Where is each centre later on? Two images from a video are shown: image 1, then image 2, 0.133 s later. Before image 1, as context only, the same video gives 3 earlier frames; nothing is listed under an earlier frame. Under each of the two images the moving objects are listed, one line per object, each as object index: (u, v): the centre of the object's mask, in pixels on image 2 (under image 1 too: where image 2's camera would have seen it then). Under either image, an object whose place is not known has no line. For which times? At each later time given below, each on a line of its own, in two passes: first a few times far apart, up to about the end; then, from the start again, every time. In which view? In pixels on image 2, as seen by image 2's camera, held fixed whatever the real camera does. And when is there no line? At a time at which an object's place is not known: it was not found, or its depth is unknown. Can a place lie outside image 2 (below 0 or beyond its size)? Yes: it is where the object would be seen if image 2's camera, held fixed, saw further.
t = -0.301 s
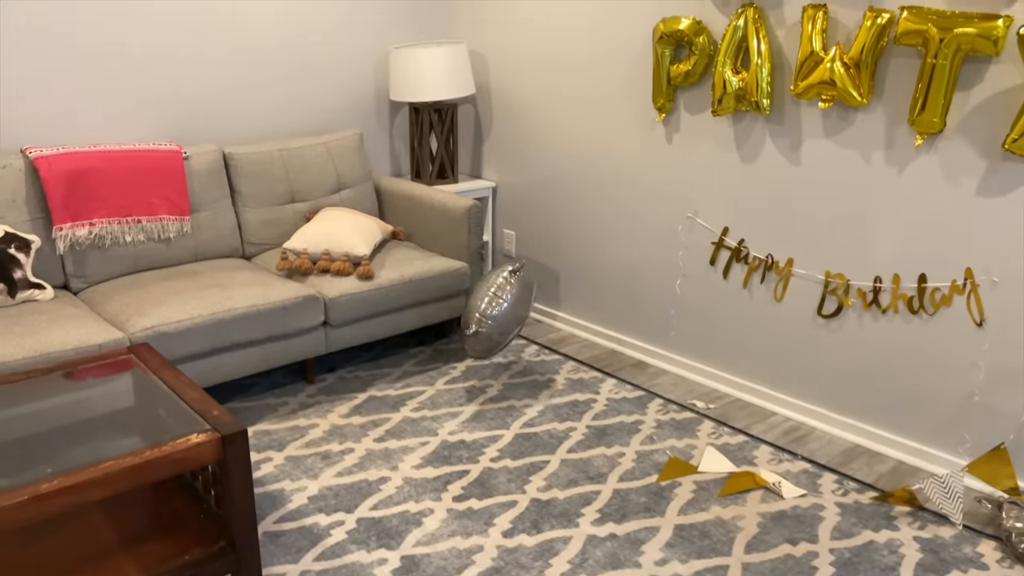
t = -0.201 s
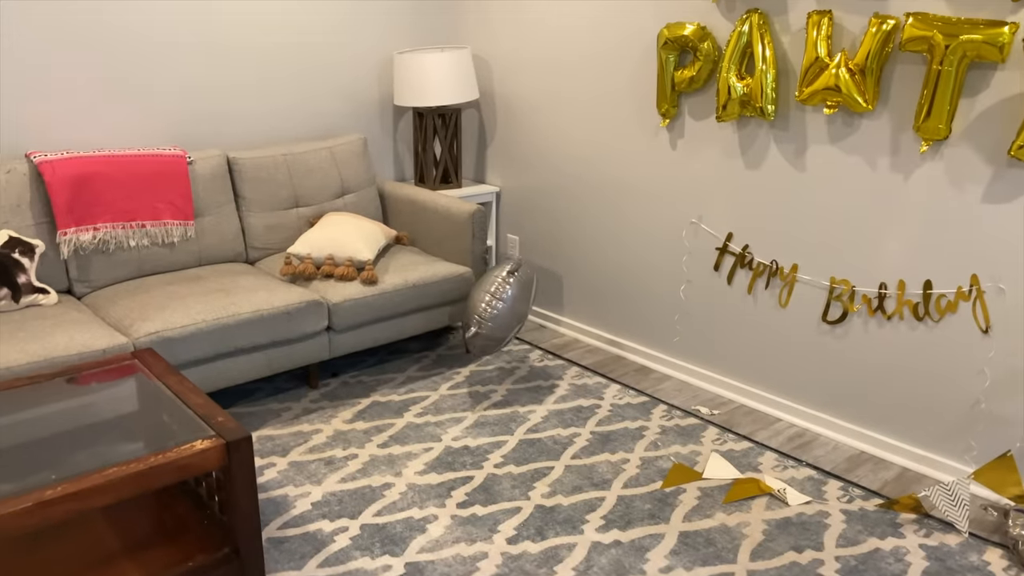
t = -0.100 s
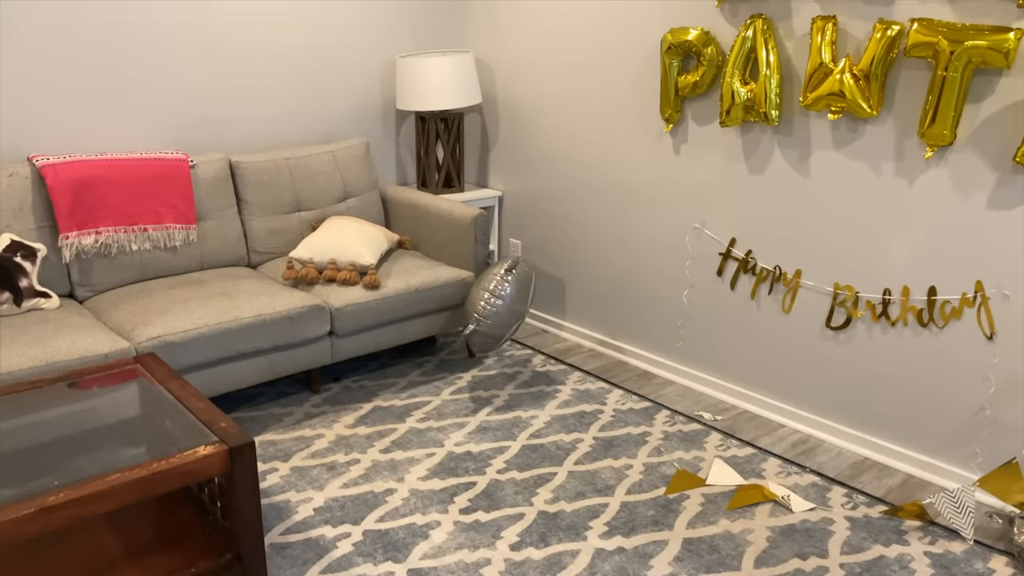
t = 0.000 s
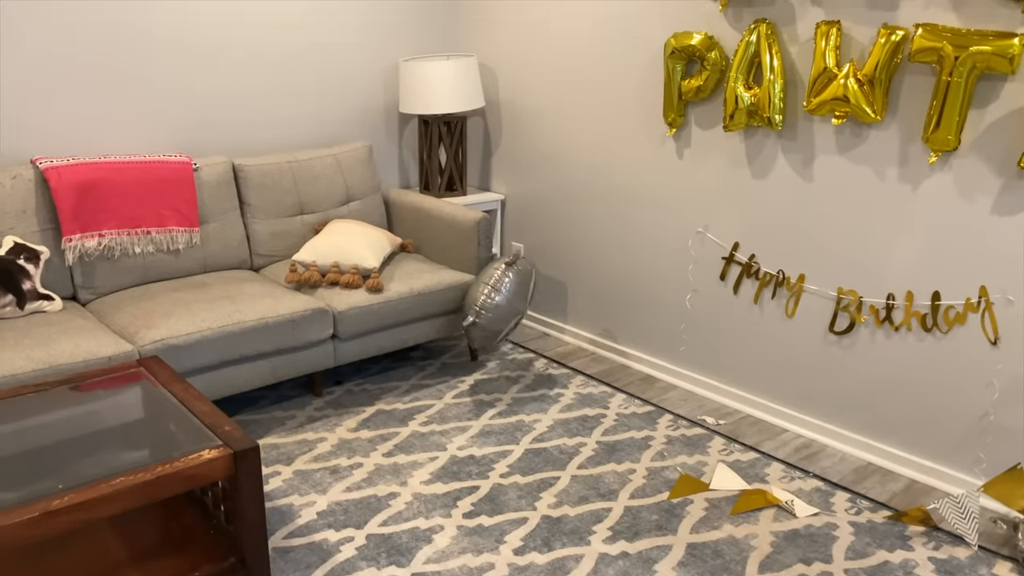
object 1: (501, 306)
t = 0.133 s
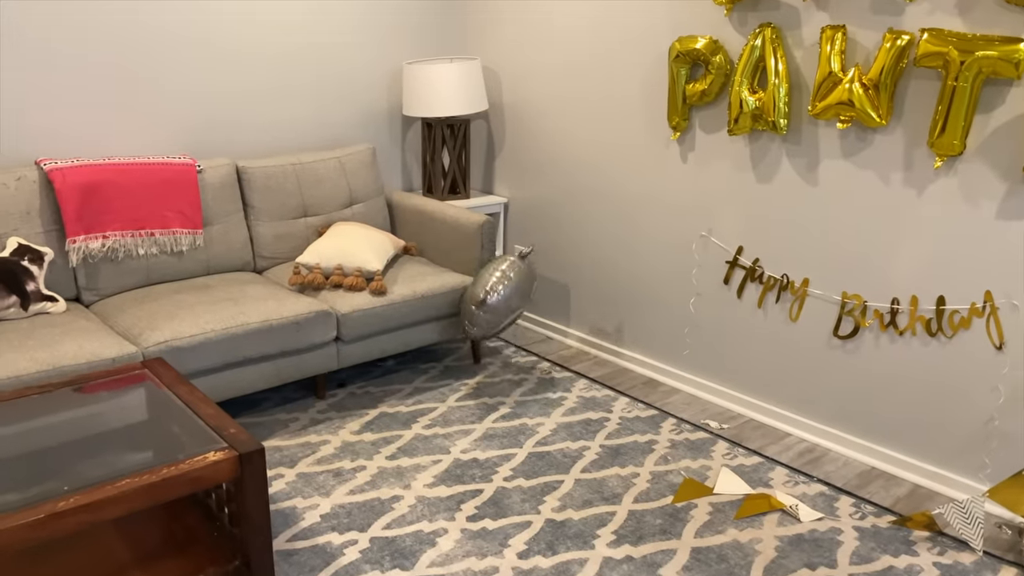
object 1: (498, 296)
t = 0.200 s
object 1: (498, 299)
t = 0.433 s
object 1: (554, 342)
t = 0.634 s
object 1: (591, 308)
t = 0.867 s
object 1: (578, 284)
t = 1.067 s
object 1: (561, 259)
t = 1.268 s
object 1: (544, 233)
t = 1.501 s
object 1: (526, 206)
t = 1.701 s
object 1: (512, 185)
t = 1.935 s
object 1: (493, 161)
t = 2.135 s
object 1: (478, 141)
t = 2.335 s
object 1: (467, 118)
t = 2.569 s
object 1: (460, 92)
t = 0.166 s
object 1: (498, 295)
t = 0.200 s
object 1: (498, 299)
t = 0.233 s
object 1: (498, 305)
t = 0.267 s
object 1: (502, 322)
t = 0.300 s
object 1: (509, 342)
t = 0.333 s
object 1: (521, 349)
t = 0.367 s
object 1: (530, 351)
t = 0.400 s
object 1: (547, 349)
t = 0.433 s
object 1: (554, 342)
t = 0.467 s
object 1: (563, 336)
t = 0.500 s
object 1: (569, 331)
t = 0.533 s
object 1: (575, 325)
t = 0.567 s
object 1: (582, 319)
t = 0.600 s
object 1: (587, 313)
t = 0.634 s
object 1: (591, 308)
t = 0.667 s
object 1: (592, 303)
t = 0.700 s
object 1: (589, 301)
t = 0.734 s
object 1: (587, 298)
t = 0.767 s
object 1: (585, 295)
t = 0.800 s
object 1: (583, 291)
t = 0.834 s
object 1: (581, 288)
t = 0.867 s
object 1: (578, 284)
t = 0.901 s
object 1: (575, 280)
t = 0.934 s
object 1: (573, 276)
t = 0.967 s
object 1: (570, 272)
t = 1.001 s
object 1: (566, 268)
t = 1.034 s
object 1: (563, 263)
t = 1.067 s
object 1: (561, 259)
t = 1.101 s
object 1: (558, 255)
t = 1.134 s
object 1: (555, 251)
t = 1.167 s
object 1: (552, 246)
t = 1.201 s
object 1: (549, 241)
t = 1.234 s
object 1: (546, 237)
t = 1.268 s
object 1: (544, 233)
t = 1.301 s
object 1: (541, 229)
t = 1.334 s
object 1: (538, 226)
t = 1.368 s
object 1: (536, 221)
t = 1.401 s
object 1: (533, 218)
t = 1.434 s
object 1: (531, 214)
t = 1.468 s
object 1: (528, 210)
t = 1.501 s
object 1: (526, 206)
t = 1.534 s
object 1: (524, 203)
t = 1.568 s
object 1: (522, 200)
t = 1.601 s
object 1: (520, 196)
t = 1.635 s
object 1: (517, 192)
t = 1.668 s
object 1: (514, 188)
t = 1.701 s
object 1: (512, 185)
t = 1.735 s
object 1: (509, 181)
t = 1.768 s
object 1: (506, 178)
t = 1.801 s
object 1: (505, 175)
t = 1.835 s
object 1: (502, 172)
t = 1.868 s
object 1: (500, 168)
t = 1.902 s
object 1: (496, 165)
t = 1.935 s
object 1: (493, 161)
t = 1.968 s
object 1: (491, 158)
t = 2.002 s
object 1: (488, 154)
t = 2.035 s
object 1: (486, 152)
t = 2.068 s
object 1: (484, 148)
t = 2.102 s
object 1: (481, 144)
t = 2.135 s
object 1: (478, 141)
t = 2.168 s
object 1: (476, 137)
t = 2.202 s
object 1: (474, 133)
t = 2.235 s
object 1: (472, 129)
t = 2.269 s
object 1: (470, 126)
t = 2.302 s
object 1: (469, 122)
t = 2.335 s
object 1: (467, 118)
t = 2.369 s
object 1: (466, 114)
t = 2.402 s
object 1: (464, 111)
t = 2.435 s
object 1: (463, 107)
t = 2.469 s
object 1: (462, 102)
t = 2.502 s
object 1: (461, 100)
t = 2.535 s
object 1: (460, 97)
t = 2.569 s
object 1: (460, 92)
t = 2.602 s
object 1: (459, 88)
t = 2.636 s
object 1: (458, 86)
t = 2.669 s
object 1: (458, 82)
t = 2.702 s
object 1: (458, 78)
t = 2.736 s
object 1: (457, 74)
